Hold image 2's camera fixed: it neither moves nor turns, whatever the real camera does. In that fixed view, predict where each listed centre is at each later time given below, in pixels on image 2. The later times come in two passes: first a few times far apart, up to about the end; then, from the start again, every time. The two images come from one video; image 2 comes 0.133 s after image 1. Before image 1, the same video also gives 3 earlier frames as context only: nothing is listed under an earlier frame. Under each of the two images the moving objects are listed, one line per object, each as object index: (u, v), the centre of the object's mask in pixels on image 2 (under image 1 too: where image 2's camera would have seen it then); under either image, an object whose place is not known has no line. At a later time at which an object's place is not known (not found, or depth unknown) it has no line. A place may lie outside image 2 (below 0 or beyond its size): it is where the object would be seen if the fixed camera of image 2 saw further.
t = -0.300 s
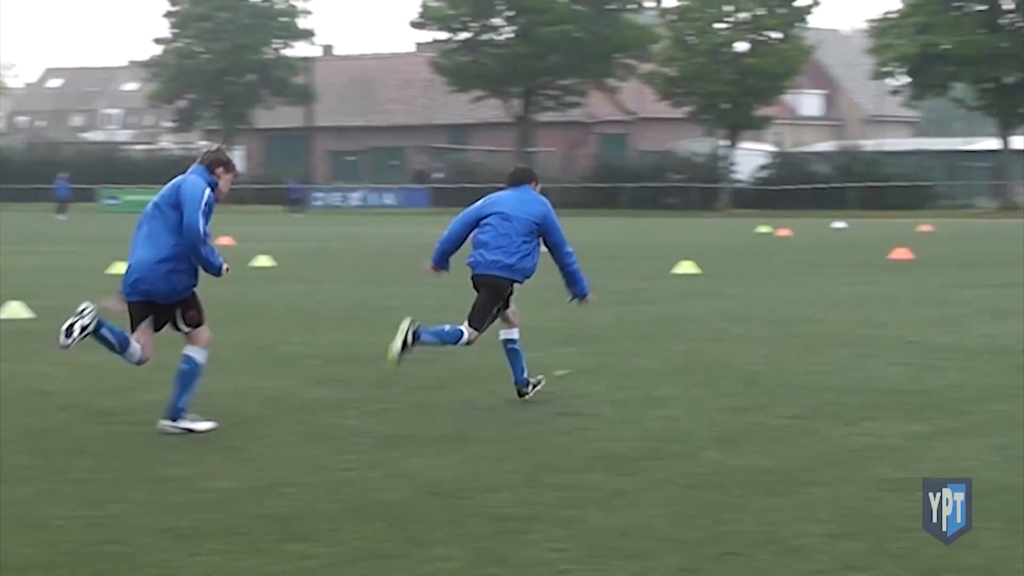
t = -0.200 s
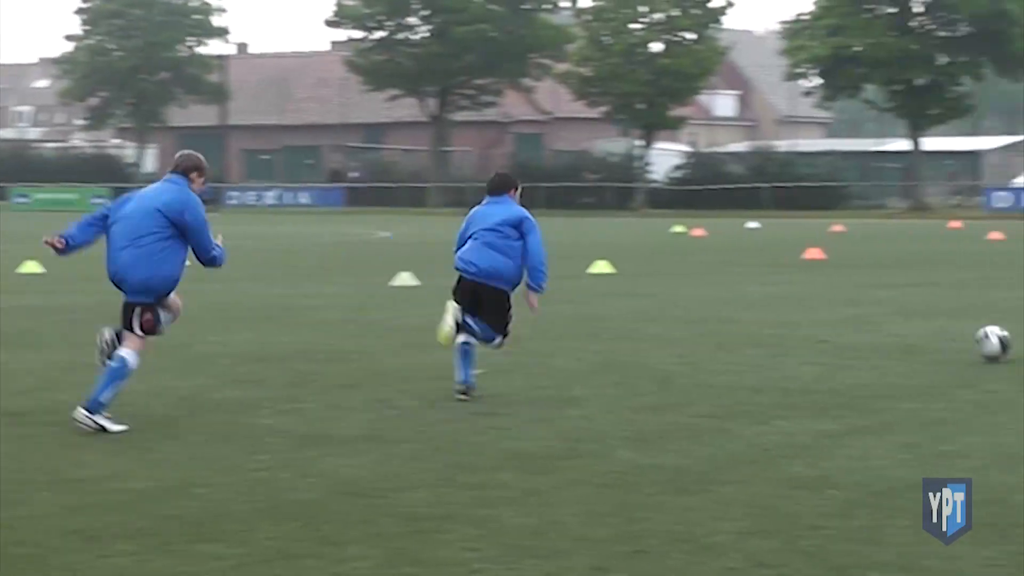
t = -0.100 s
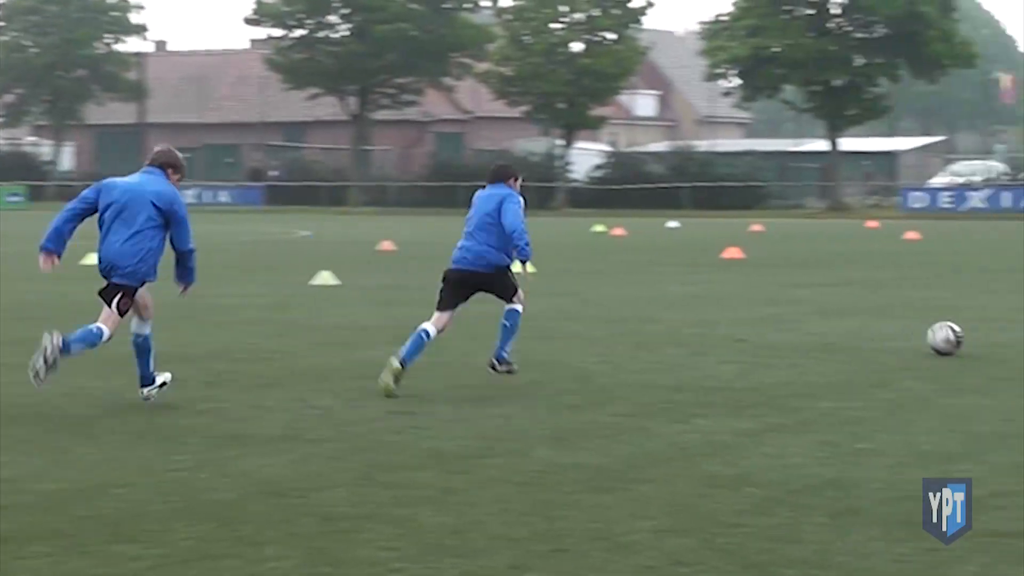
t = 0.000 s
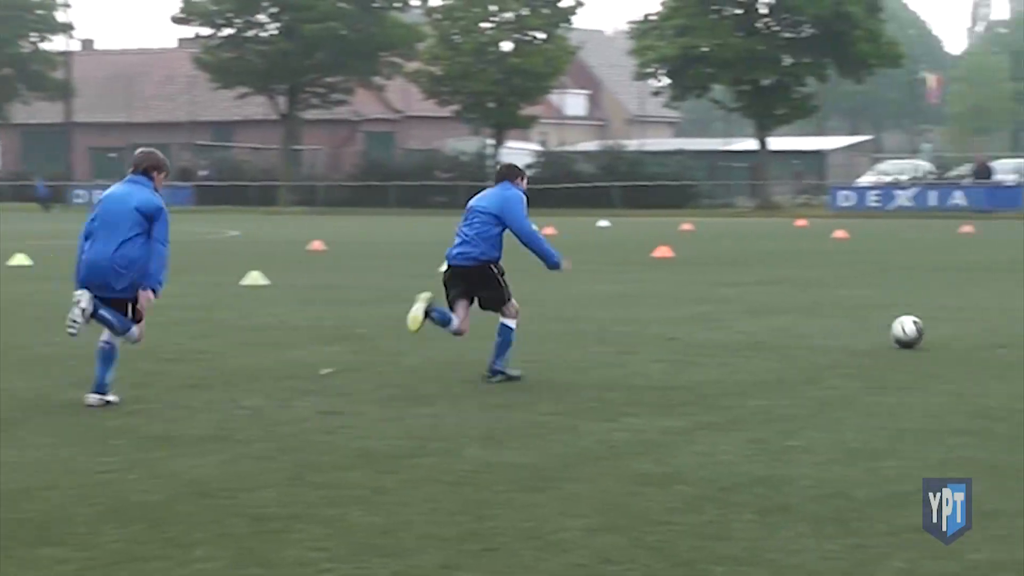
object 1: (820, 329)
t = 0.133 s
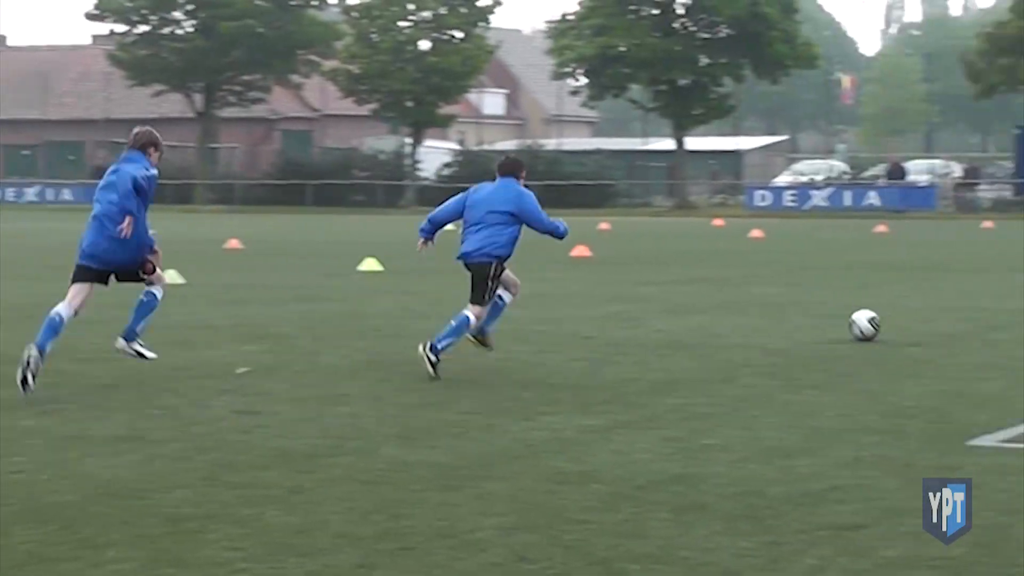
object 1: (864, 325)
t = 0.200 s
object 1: (886, 323)
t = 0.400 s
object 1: (945, 317)
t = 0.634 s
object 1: (1006, 309)
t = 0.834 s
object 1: (1053, 304)
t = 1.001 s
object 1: (1088, 300)
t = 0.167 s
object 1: (874, 324)
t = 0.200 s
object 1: (886, 323)
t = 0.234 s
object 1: (896, 322)
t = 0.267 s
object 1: (906, 321)
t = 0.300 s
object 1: (916, 320)
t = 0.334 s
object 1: (926, 318)
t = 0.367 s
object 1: (935, 318)
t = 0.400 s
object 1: (945, 317)
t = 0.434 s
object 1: (954, 315)
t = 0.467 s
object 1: (963, 315)
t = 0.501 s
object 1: (972, 313)
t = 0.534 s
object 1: (981, 312)
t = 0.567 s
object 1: (989, 311)
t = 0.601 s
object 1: (998, 311)
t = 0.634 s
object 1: (1006, 309)
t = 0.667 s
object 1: (1015, 309)
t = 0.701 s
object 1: (1022, 307)
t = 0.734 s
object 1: (1031, 306)
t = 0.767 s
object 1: (1038, 306)
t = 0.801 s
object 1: (1046, 304)
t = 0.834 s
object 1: (1053, 304)
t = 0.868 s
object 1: (1060, 303)
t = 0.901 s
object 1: (1068, 303)
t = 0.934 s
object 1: (1074, 302)
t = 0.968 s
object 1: (1082, 300)
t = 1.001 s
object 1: (1088, 300)
